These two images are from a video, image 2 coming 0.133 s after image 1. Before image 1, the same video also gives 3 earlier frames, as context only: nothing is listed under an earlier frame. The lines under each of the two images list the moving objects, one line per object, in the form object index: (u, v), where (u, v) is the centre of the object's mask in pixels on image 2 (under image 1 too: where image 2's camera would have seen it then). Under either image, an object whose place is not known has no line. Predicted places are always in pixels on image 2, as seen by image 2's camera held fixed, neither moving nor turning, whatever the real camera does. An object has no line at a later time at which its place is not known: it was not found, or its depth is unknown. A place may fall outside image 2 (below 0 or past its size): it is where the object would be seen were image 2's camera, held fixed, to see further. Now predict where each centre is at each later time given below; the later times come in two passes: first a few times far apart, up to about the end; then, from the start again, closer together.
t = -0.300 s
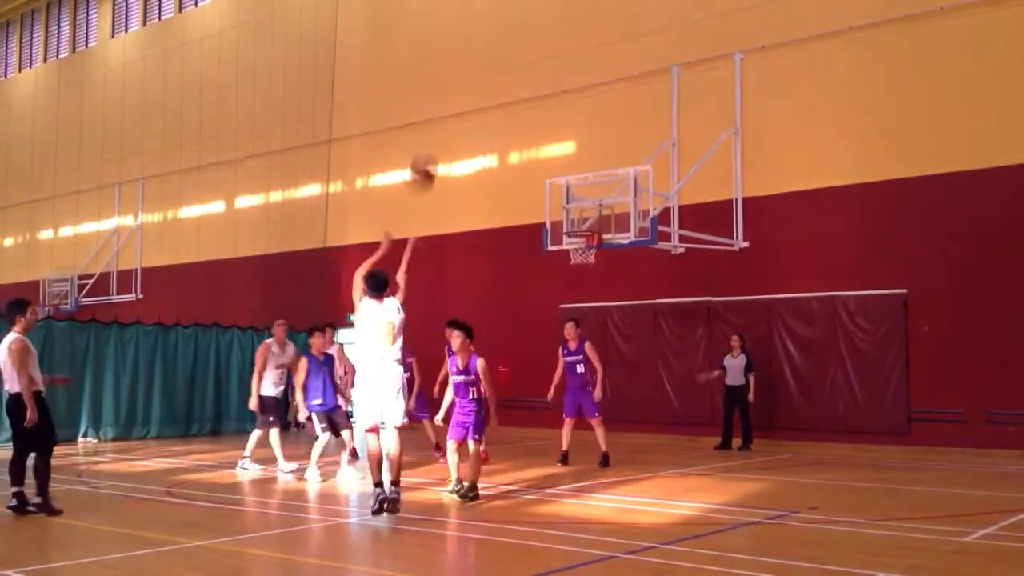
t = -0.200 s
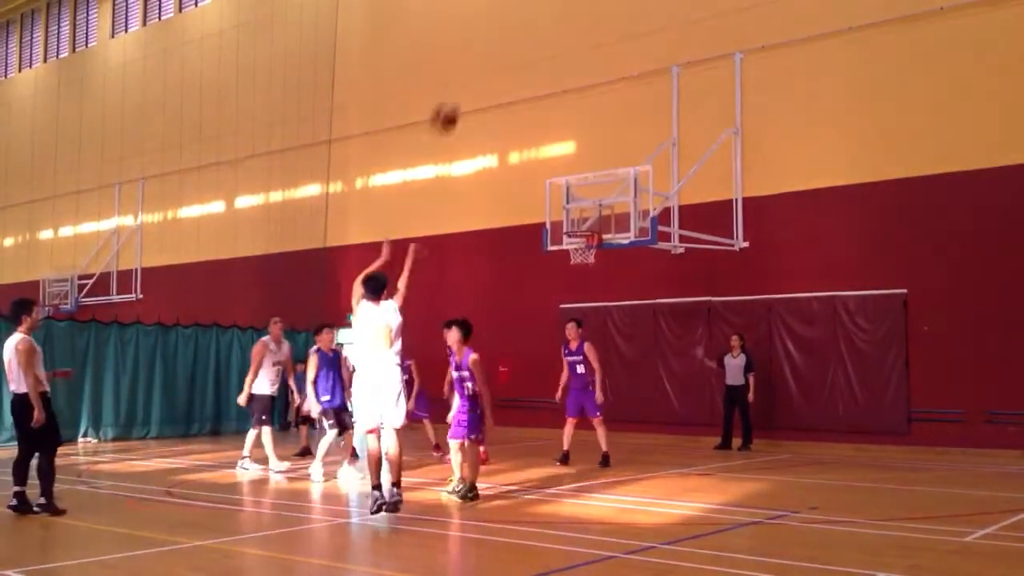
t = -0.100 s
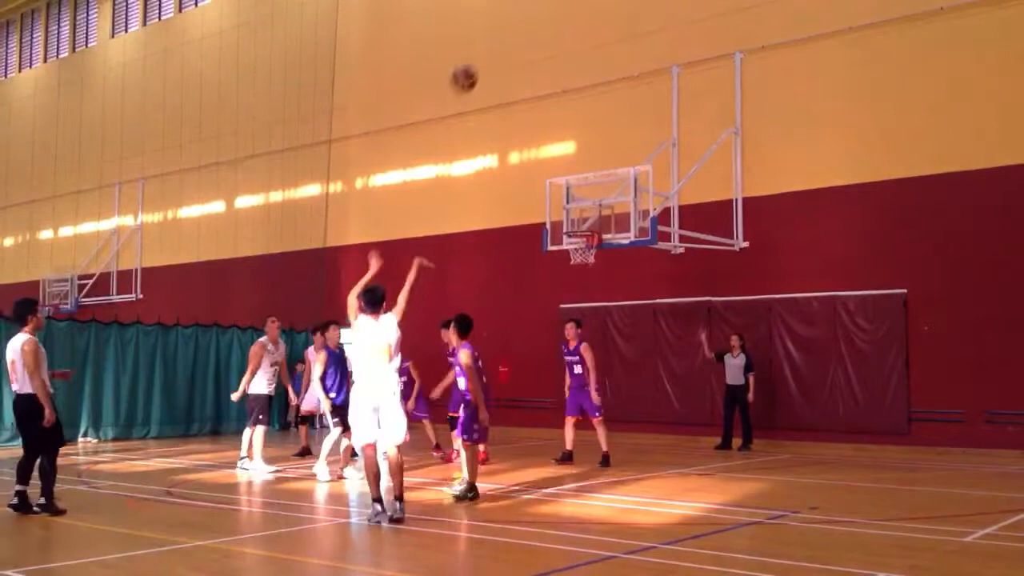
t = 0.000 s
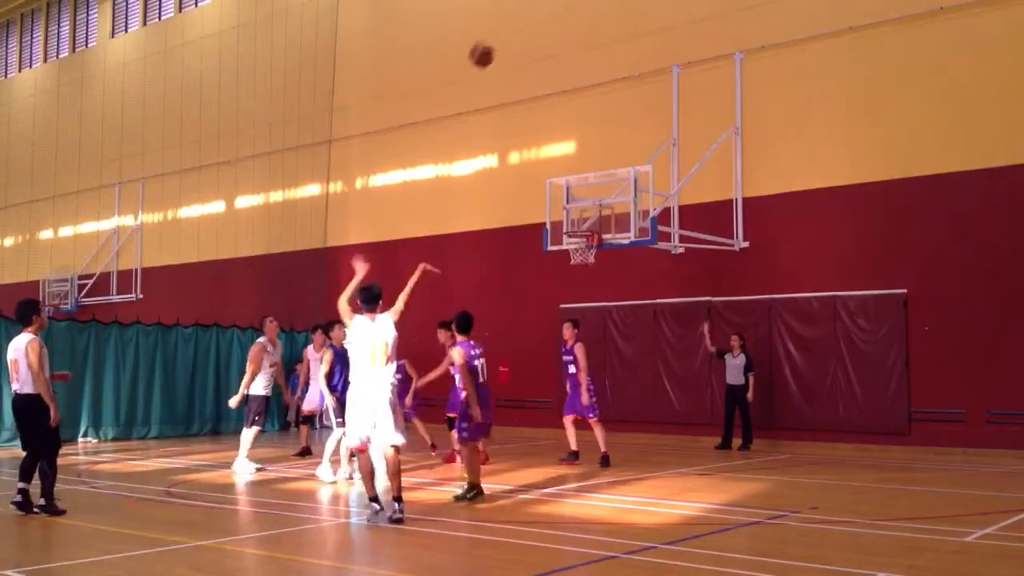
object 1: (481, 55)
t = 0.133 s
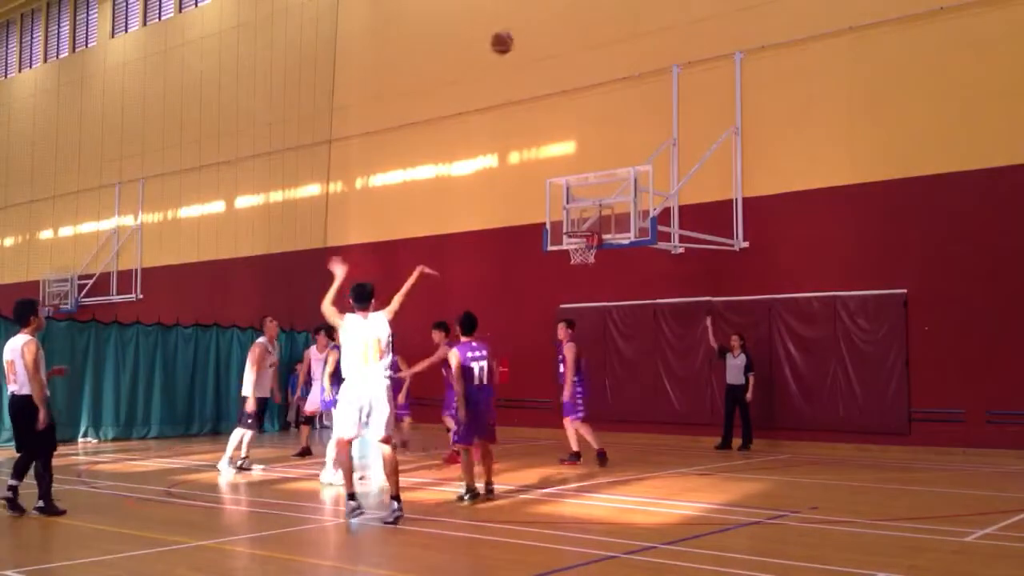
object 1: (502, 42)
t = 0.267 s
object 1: (520, 47)
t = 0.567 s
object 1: (554, 101)
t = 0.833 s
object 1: (579, 190)
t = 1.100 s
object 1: (582, 163)
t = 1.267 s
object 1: (577, 120)
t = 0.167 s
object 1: (507, 42)
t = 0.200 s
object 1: (511, 42)
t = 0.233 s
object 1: (515, 44)
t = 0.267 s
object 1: (520, 47)
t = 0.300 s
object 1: (524, 50)
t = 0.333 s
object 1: (528, 54)
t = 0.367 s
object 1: (532, 59)
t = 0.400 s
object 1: (536, 64)
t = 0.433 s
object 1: (540, 70)
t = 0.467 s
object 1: (543, 77)
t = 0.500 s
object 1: (547, 84)
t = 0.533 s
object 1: (551, 93)
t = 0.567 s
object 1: (554, 101)
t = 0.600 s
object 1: (557, 110)
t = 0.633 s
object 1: (560, 120)
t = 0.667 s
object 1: (564, 131)
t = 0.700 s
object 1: (567, 141)
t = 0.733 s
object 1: (571, 154)
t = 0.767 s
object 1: (573, 166)
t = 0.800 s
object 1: (576, 178)
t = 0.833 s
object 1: (579, 190)
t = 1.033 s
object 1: (584, 185)
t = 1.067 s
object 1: (583, 174)
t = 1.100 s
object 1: (582, 163)
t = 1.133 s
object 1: (581, 152)
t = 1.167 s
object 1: (580, 143)
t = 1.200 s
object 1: (579, 134)
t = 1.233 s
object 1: (578, 126)
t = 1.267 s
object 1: (577, 120)
